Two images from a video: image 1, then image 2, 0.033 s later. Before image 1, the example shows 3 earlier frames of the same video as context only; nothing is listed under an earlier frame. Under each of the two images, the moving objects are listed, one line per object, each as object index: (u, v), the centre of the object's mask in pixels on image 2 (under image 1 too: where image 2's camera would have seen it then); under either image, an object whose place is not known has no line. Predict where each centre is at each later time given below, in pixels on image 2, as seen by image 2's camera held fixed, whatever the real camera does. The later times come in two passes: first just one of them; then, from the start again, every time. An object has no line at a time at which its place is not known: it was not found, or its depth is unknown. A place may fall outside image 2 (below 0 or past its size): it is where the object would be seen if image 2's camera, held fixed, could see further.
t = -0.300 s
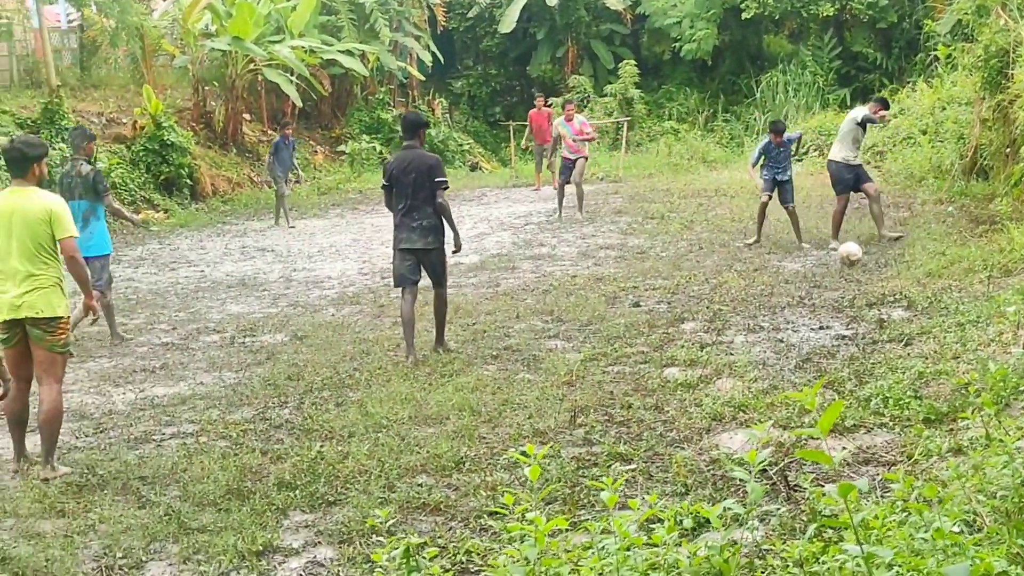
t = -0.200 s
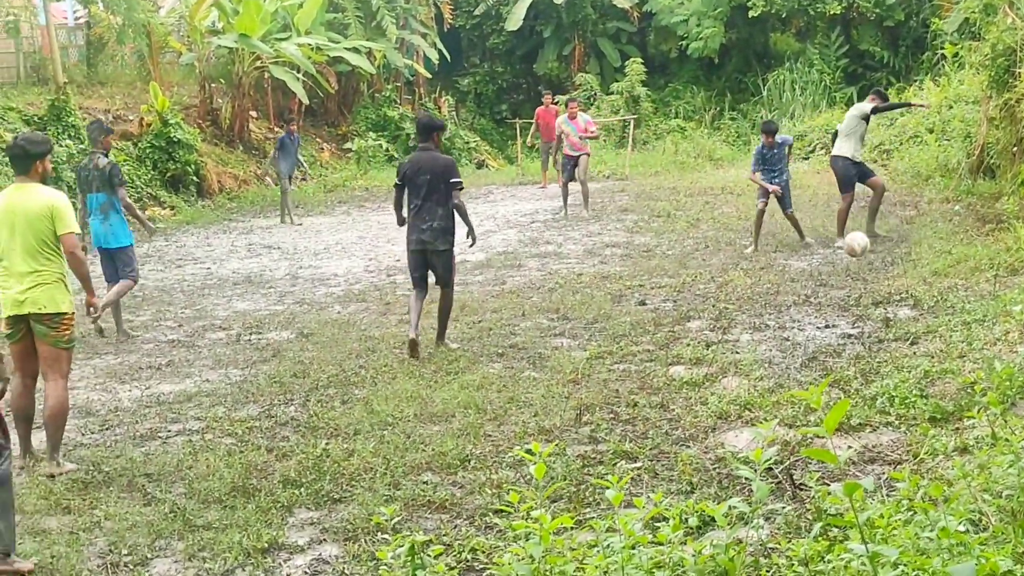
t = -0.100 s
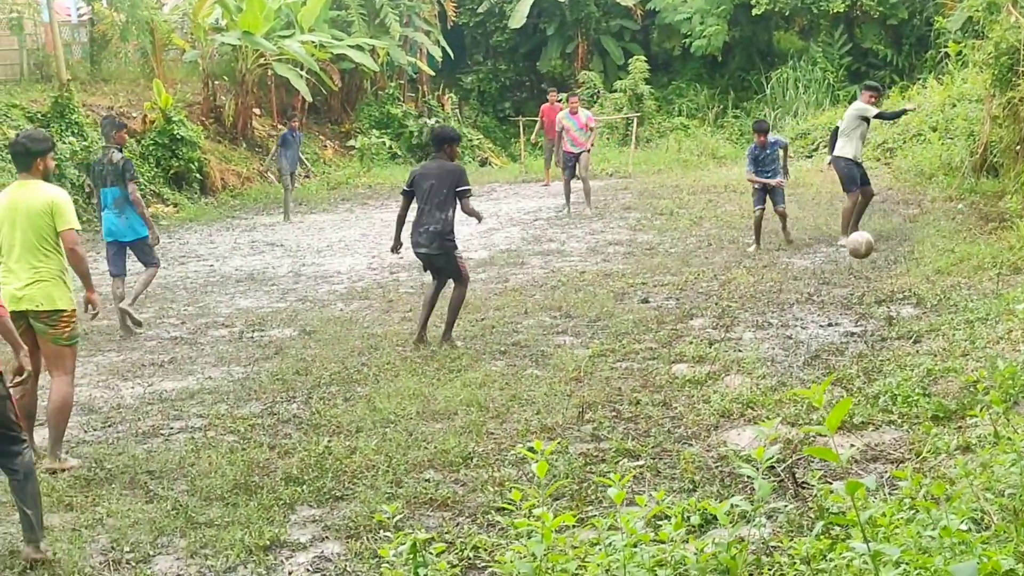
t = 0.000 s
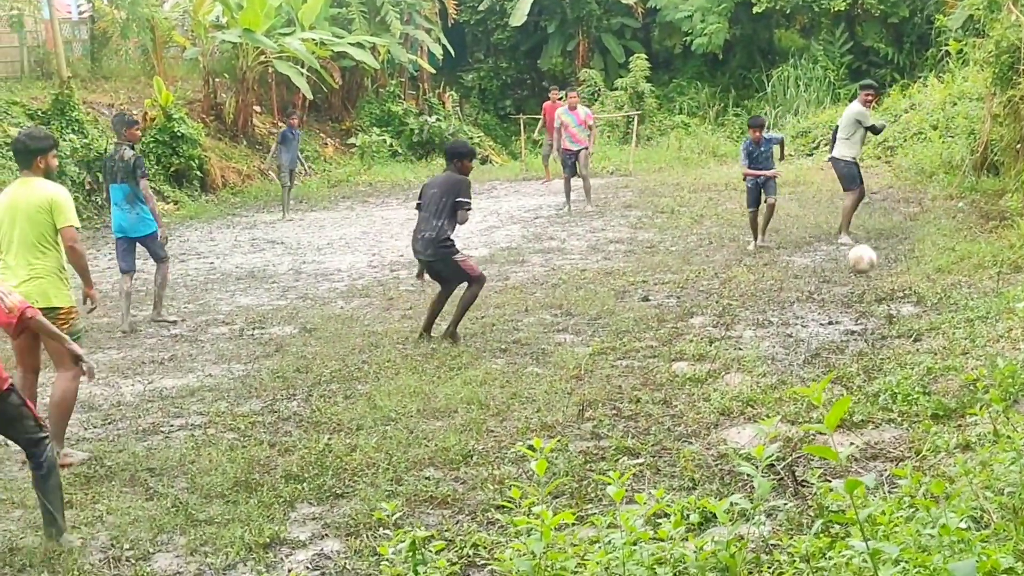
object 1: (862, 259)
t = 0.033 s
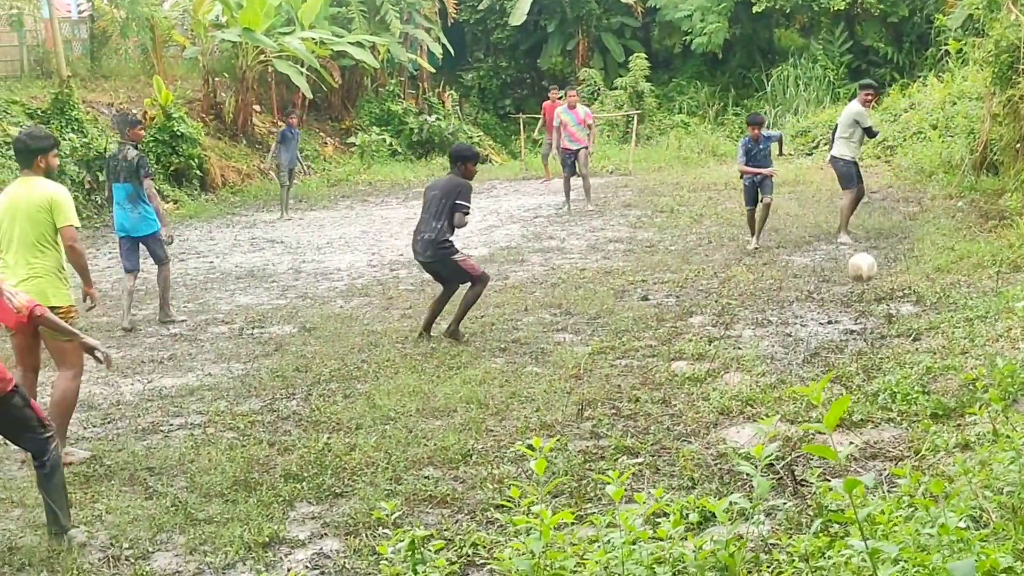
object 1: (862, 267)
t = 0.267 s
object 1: (864, 293)
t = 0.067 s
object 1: (862, 278)
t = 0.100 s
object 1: (863, 291)
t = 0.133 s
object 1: (864, 304)
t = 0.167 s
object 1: (864, 304)
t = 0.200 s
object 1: (864, 298)
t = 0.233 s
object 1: (864, 295)
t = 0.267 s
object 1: (864, 293)
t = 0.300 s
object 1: (866, 292)
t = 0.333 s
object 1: (866, 294)
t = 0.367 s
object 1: (867, 296)
